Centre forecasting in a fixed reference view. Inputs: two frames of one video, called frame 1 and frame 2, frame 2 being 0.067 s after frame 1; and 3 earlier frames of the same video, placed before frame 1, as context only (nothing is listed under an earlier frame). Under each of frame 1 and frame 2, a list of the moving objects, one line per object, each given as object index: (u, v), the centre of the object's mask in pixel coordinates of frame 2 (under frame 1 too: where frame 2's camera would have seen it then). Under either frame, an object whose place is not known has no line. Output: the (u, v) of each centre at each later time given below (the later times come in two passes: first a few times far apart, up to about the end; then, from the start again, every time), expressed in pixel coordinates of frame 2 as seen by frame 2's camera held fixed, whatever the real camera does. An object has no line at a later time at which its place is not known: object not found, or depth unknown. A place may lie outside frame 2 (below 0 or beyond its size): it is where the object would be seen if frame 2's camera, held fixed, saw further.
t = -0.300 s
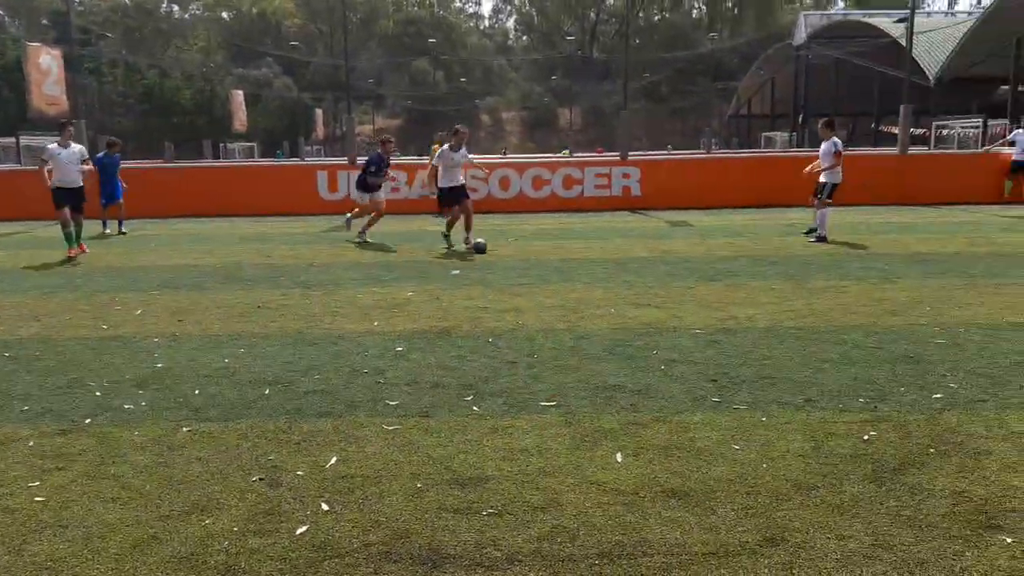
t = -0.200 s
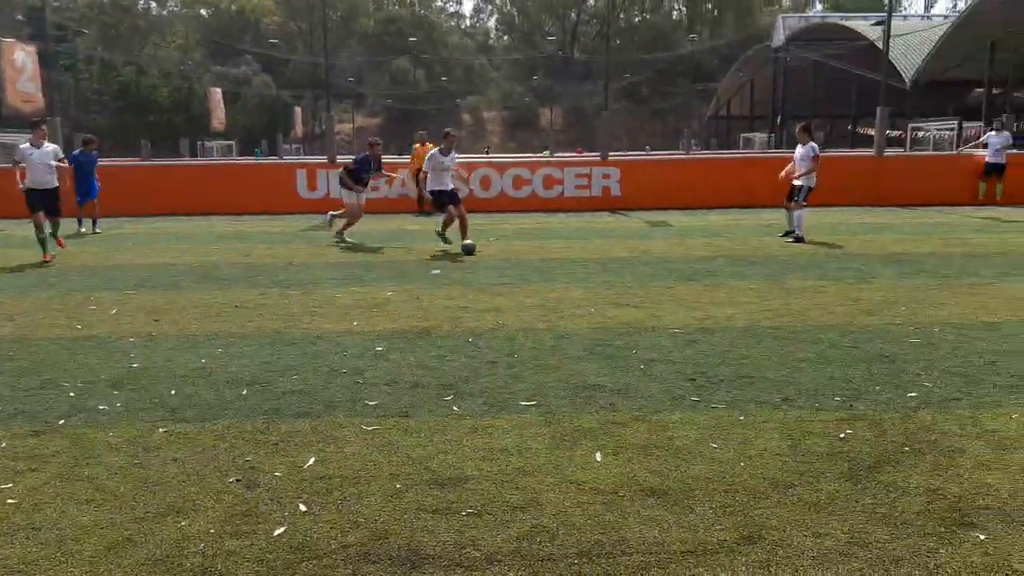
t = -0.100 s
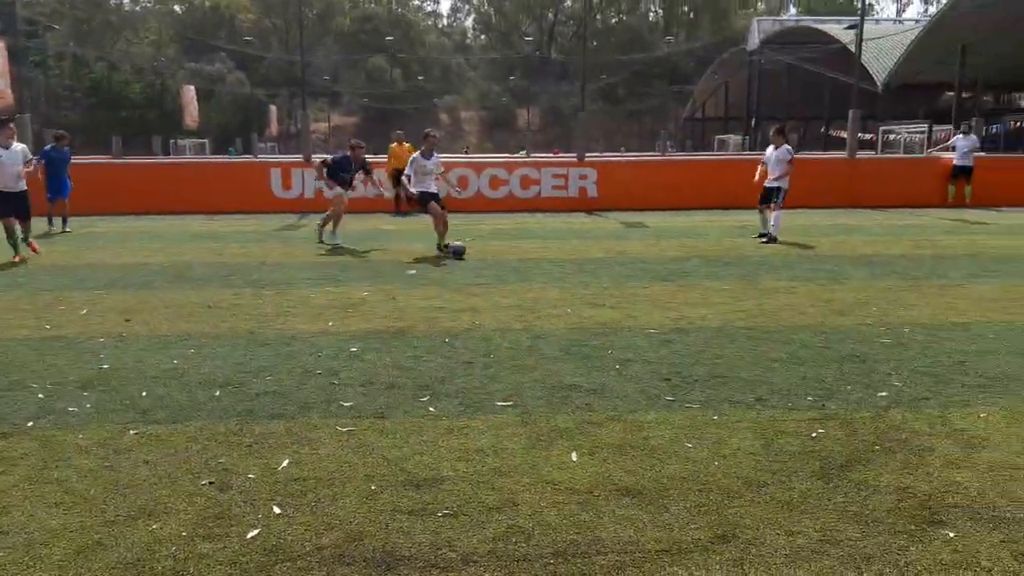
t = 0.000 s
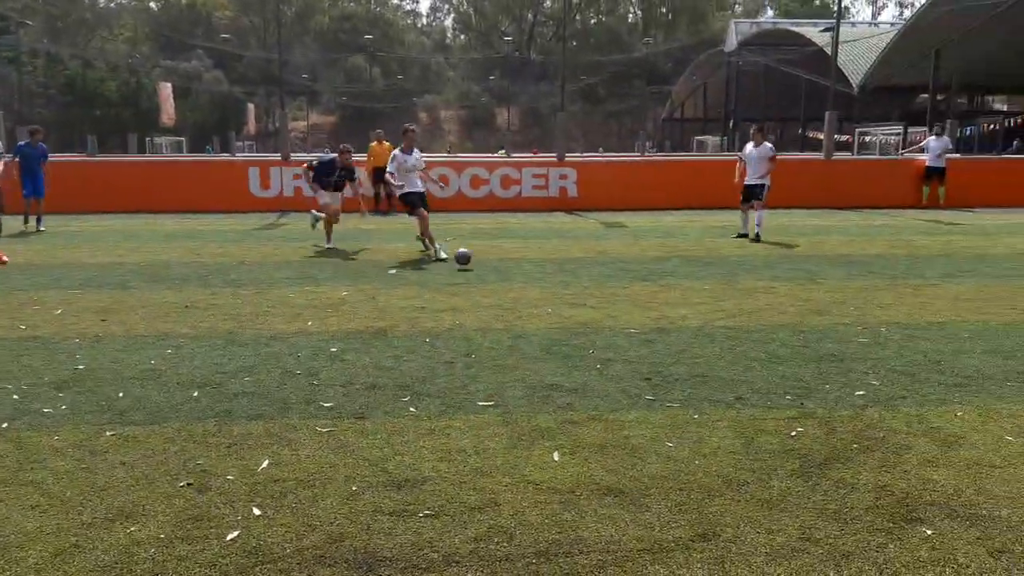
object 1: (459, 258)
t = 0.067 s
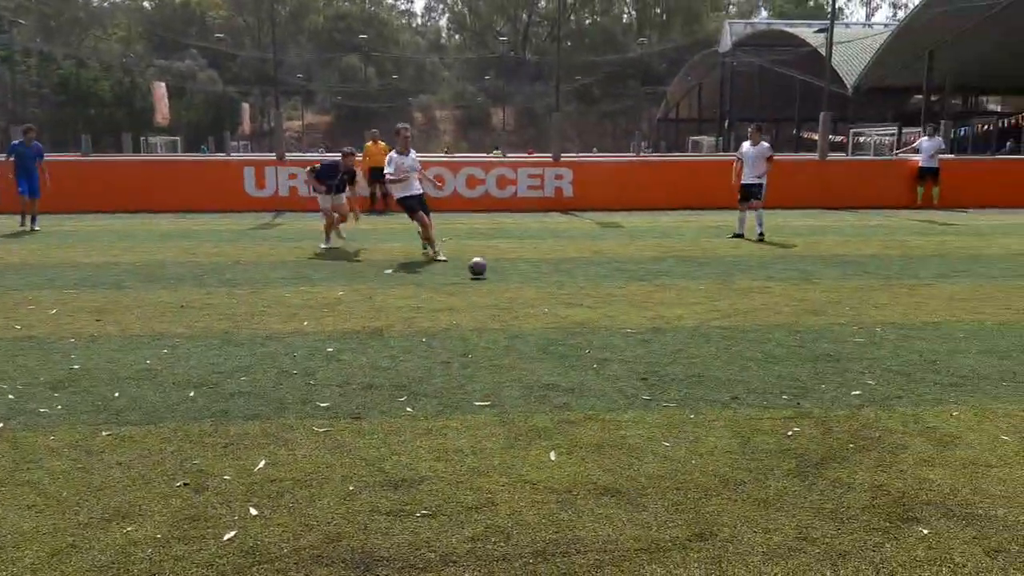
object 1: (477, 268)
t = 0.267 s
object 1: (541, 299)
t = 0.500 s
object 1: (640, 344)
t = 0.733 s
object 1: (779, 410)
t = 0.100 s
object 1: (487, 274)
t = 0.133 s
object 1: (496, 278)
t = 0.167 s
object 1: (507, 281)
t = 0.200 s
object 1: (518, 287)
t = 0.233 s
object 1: (530, 293)
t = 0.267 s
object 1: (541, 299)
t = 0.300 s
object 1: (553, 304)
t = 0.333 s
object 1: (566, 310)
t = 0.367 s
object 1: (581, 317)
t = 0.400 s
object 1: (595, 323)
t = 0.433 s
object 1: (609, 329)
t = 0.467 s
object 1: (624, 338)
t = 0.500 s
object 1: (640, 344)
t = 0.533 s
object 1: (657, 351)
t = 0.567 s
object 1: (674, 361)
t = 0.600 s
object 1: (692, 369)
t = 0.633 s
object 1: (712, 378)
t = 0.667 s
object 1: (733, 389)
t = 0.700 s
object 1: (755, 398)
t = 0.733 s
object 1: (779, 410)
